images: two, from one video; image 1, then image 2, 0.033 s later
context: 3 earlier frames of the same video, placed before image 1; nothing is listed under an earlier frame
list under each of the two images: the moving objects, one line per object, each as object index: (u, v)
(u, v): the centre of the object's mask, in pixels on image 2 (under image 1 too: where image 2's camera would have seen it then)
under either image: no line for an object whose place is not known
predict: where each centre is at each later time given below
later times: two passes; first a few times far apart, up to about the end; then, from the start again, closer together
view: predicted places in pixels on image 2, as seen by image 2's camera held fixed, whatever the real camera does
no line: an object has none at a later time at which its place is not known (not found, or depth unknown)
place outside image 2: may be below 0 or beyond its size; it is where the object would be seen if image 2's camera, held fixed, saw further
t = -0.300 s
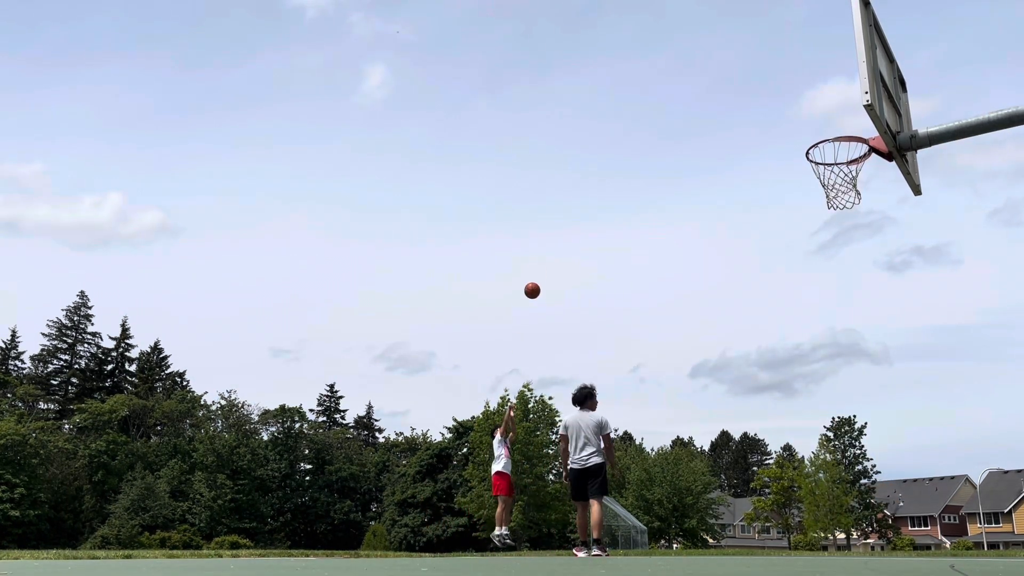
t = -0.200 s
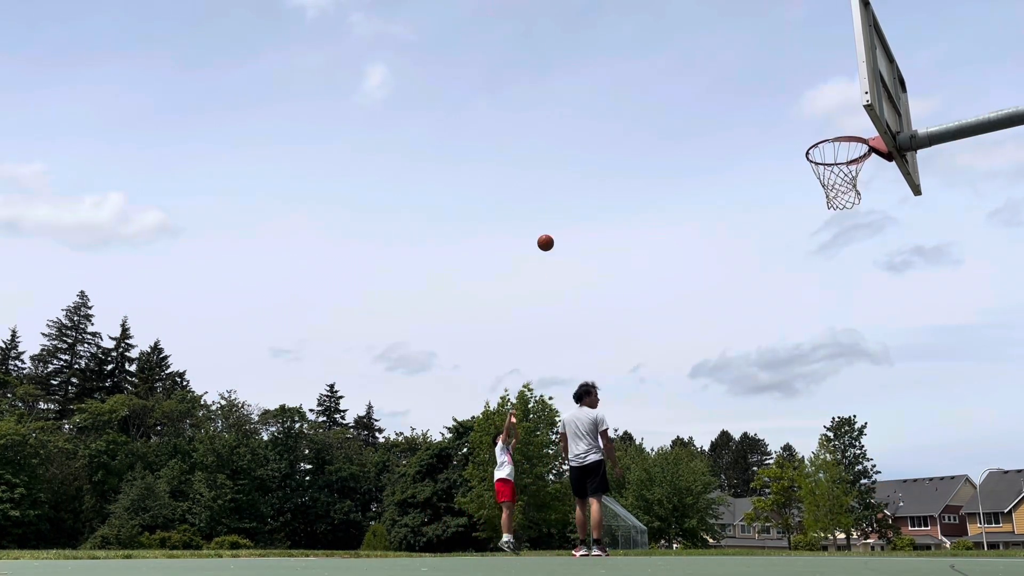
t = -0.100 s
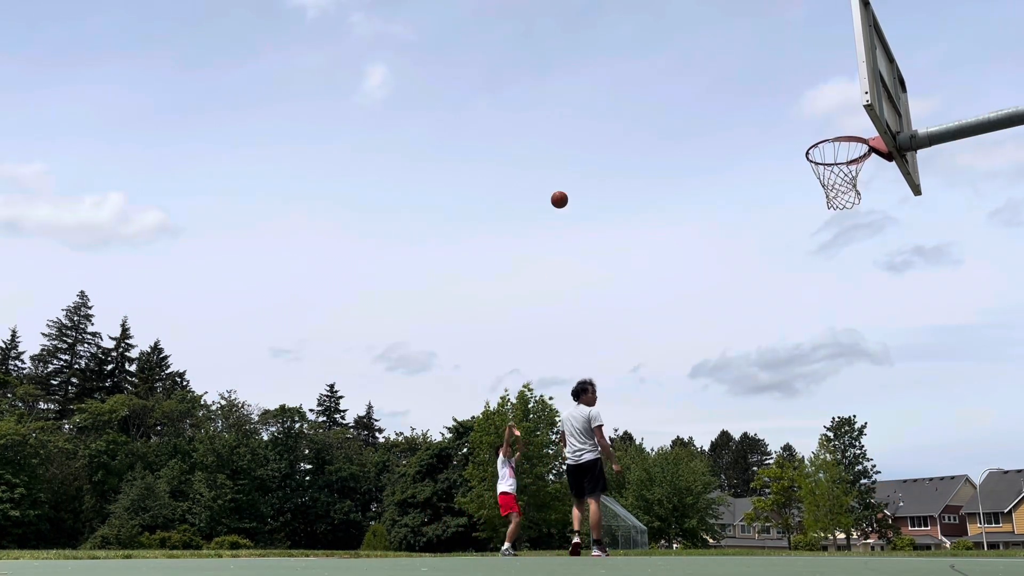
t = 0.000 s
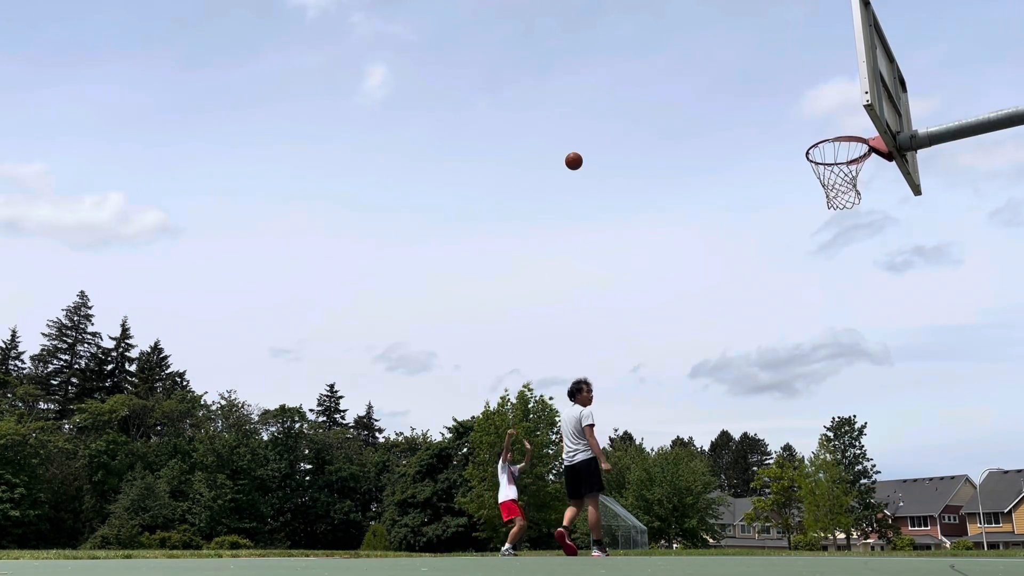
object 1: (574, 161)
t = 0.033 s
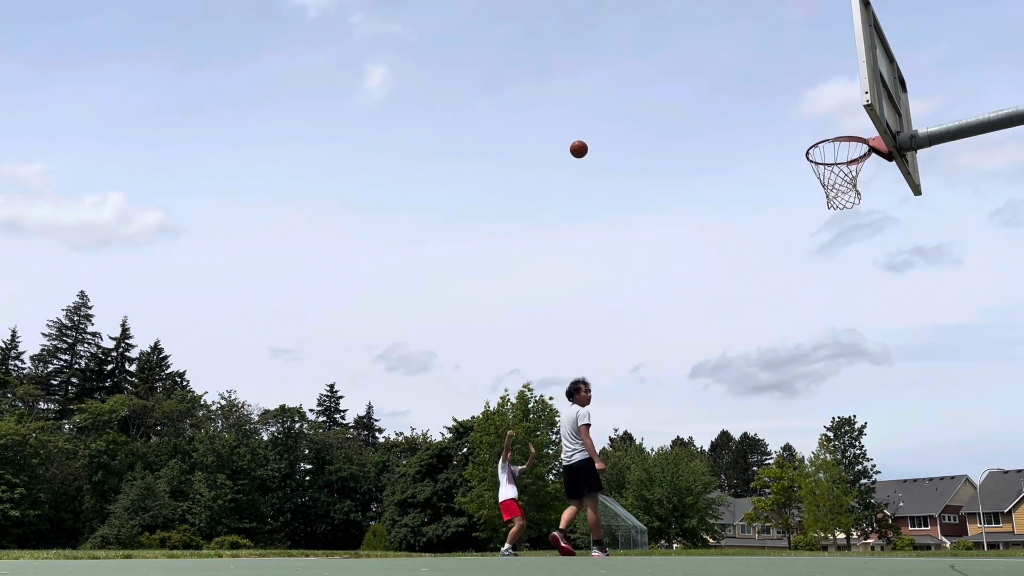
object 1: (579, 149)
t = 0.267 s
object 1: (616, 80)
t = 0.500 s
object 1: (659, 41)
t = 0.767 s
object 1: (723, 41)
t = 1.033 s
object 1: (813, 114)
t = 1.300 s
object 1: (873, 194)
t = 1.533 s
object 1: (900, 295)
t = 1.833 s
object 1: (951, 531)
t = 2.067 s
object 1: (901, 380)
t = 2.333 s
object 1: (863, 319)
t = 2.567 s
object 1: (841, 340)
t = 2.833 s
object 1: (825, 441)
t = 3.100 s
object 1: (808, 489)
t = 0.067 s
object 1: (584, 138)
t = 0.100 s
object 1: (589, 127)
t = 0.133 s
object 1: (594, 116)
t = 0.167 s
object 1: (599, 106)
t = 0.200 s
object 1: (605, 97)
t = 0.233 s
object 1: (610, 89)
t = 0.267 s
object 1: (616, 80)
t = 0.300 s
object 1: (621, 73)
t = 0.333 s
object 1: (627, 66)
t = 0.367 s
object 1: (633, 60)
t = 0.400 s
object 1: (639, 54)
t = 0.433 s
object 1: (646, 49)
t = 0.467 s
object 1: (652, 45)
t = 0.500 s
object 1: (659, 41)
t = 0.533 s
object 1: (666, 38)
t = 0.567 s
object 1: (673, 36)
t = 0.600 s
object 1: (681, 35)
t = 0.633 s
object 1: (688, 34)
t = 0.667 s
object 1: (697, 34)
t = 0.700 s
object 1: (705, 36)
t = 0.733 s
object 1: (714, 38)
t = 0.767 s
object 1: (723, 41)
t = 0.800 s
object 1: (732, 45)
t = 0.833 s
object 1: (742, 51)
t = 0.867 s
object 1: (752, 58)
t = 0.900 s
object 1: (763, 66)
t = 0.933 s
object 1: (775, 76)
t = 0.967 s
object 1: (787, 87)
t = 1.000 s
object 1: (800, 99)
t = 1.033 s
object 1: (813, 114)
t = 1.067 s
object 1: (827, 129)
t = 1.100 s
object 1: (842, 152)
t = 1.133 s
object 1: (856, 164)
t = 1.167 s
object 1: (861, 168)
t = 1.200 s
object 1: (864, 173)
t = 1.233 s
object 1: (867, 179)
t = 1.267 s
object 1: (870, 186)
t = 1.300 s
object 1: (873, 194)
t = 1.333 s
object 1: (876, 204)
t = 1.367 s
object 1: (879, 215)
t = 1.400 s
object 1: (883, 228)
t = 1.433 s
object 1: (887, 242)
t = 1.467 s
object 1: (891, 258)
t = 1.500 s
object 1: (895, 276)
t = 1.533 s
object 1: (900, 295)
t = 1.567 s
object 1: (905, 316)
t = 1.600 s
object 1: (910, 338)
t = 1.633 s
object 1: (916, 363)
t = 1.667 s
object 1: (922, 390)
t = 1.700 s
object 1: (928, 418)
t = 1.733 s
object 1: (935, 450)
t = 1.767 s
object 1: (943, 483)
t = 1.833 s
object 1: (951, 531)
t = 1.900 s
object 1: (935, 476)
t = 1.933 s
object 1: (927, 453)
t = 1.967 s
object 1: (920, 432)
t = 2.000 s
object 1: (913, 412)
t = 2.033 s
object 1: (907, 395)
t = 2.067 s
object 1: (901, 380)
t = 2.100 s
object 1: (895, 367)
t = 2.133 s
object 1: (890, 355)
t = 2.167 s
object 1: (885, 345)
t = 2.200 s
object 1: (880, 337)
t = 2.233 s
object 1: (875, 330)
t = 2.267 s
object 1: (871, 325)
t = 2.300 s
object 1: (867, 321)
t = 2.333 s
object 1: (863, 319)
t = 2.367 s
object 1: (859, 318)
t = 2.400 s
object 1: (856, 319)
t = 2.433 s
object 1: (853, 320)
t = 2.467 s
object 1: (849, 323)
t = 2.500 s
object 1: (846, 327)
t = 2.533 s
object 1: (844, 333)
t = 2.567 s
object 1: (841, 340)
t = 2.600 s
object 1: (839, 348)
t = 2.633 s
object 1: (836, 357)
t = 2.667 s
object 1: (834, 368)
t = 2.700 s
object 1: (832, 380)
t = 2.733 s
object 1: (830, 393)
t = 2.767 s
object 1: (828, 407)
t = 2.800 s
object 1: (826, 423)
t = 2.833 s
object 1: (825, 441)
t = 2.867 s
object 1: (823, 459)
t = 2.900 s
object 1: (822, 479)
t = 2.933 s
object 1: (821, 500)
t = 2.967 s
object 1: (820, 523)
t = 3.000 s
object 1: (818, 541)
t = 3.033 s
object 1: (815, 523)
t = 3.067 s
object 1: (811, 505)
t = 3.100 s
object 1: (808, 489)
